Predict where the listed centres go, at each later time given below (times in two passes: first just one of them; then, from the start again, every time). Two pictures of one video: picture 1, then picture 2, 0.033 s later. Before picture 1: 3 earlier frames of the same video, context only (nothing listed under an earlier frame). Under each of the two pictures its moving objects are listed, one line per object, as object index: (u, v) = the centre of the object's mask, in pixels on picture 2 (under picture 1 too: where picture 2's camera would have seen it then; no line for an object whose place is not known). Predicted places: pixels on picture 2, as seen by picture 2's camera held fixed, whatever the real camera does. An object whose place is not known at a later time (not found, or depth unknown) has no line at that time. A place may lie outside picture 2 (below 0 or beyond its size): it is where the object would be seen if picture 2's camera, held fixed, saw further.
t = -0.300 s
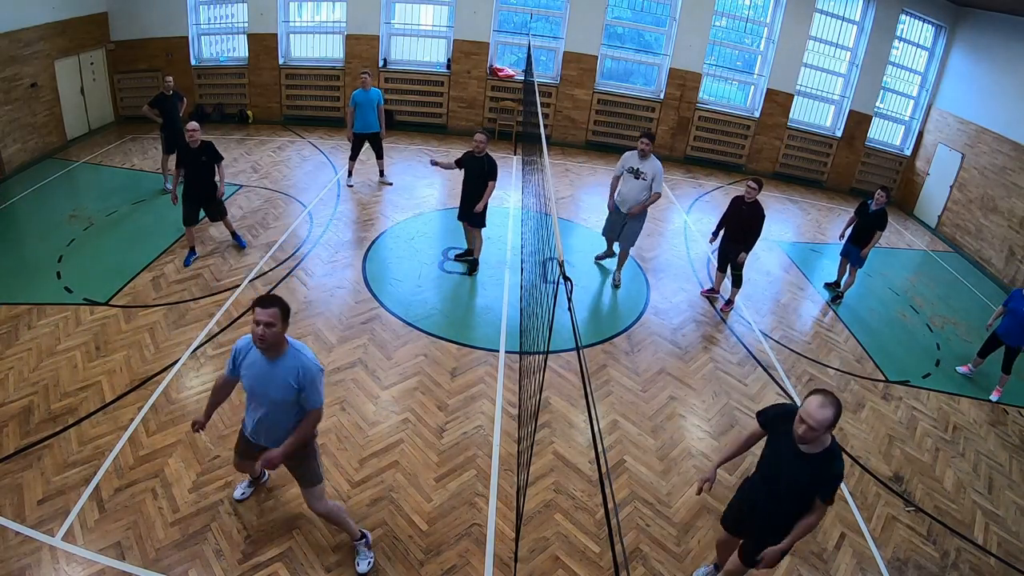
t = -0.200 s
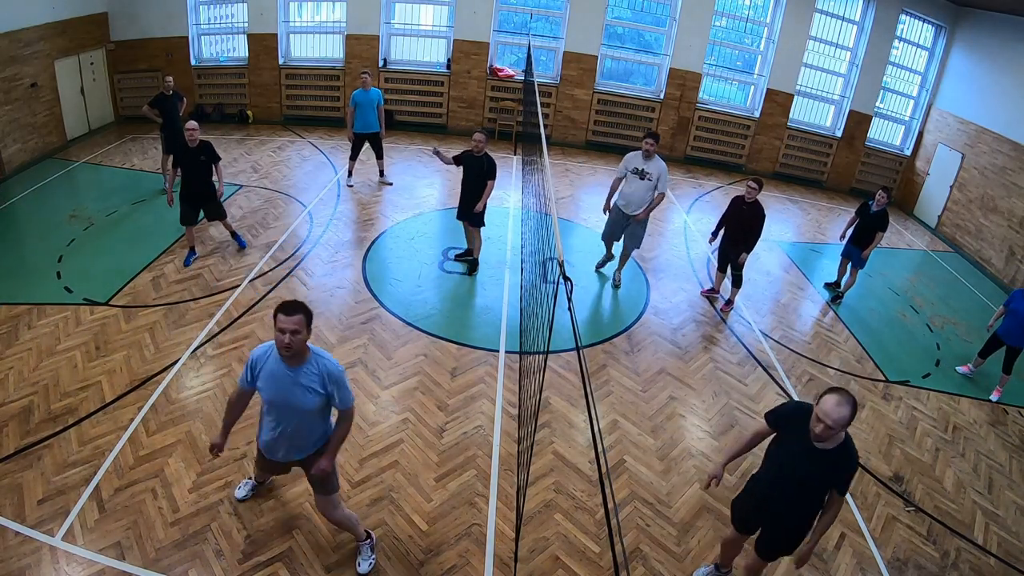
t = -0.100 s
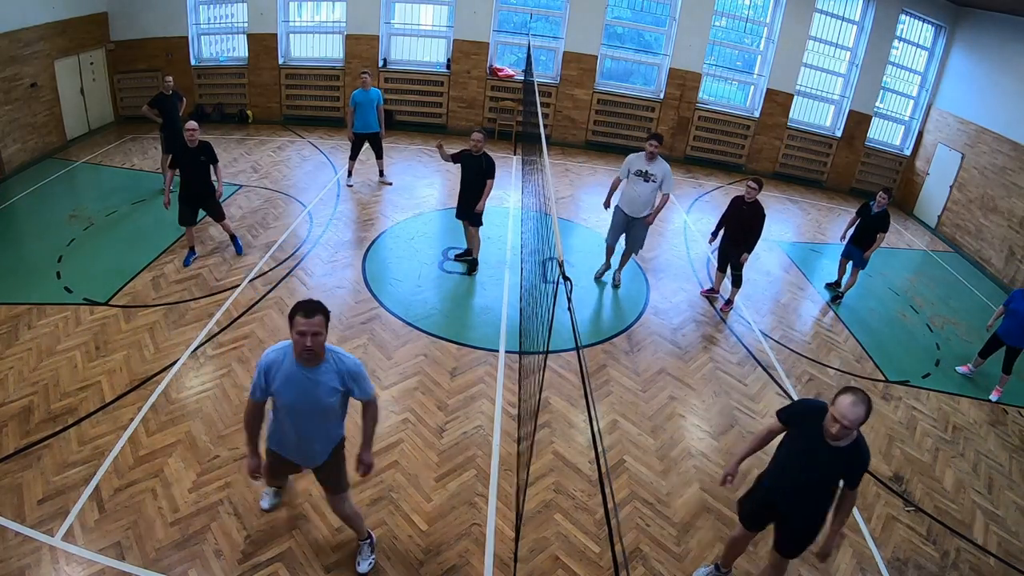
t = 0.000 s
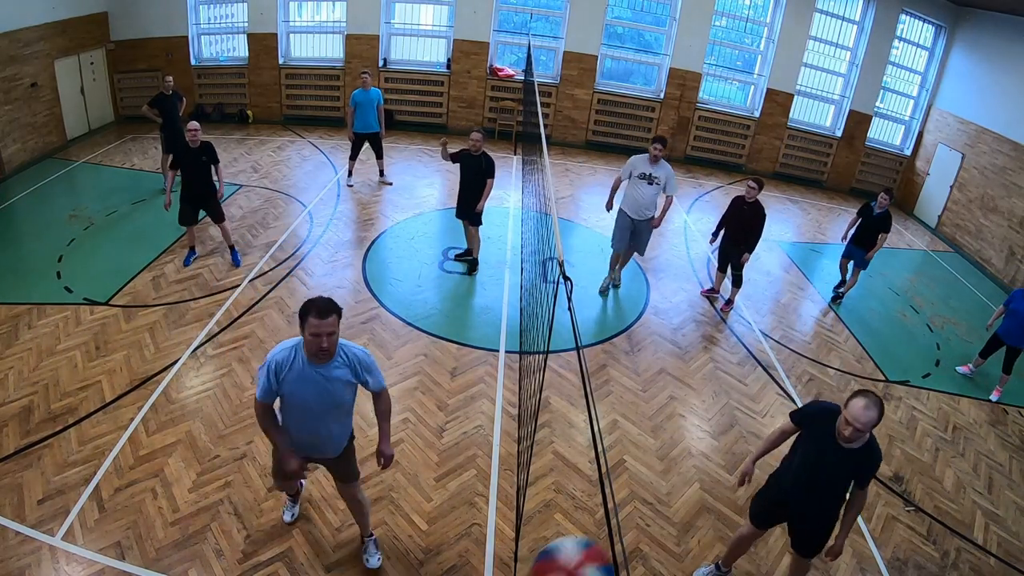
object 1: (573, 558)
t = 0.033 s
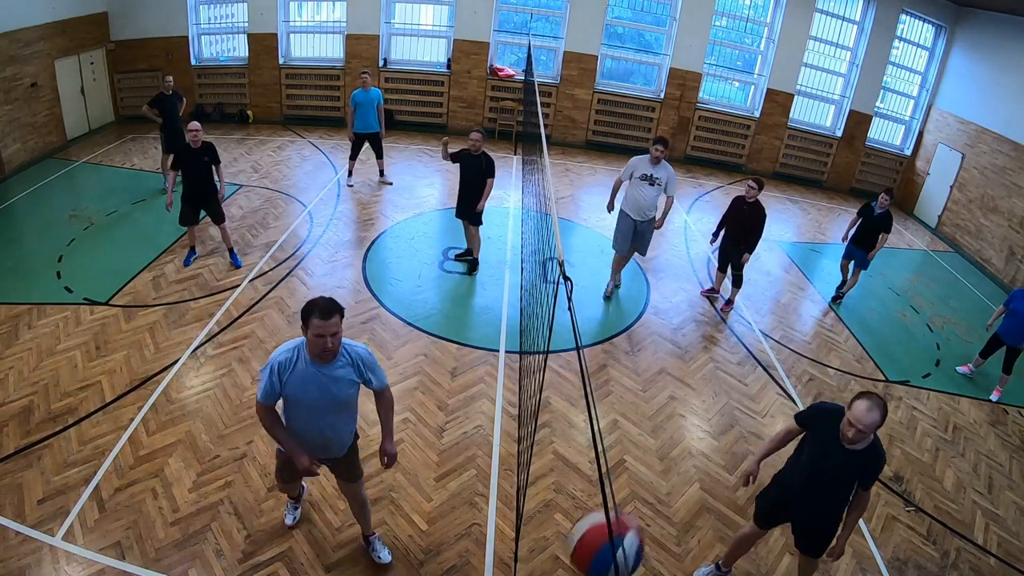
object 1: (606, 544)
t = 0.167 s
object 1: (677, 478)
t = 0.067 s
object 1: (631, 521)
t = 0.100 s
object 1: (649, 502)
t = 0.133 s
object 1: (665, 488)
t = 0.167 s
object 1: (677, 478)
